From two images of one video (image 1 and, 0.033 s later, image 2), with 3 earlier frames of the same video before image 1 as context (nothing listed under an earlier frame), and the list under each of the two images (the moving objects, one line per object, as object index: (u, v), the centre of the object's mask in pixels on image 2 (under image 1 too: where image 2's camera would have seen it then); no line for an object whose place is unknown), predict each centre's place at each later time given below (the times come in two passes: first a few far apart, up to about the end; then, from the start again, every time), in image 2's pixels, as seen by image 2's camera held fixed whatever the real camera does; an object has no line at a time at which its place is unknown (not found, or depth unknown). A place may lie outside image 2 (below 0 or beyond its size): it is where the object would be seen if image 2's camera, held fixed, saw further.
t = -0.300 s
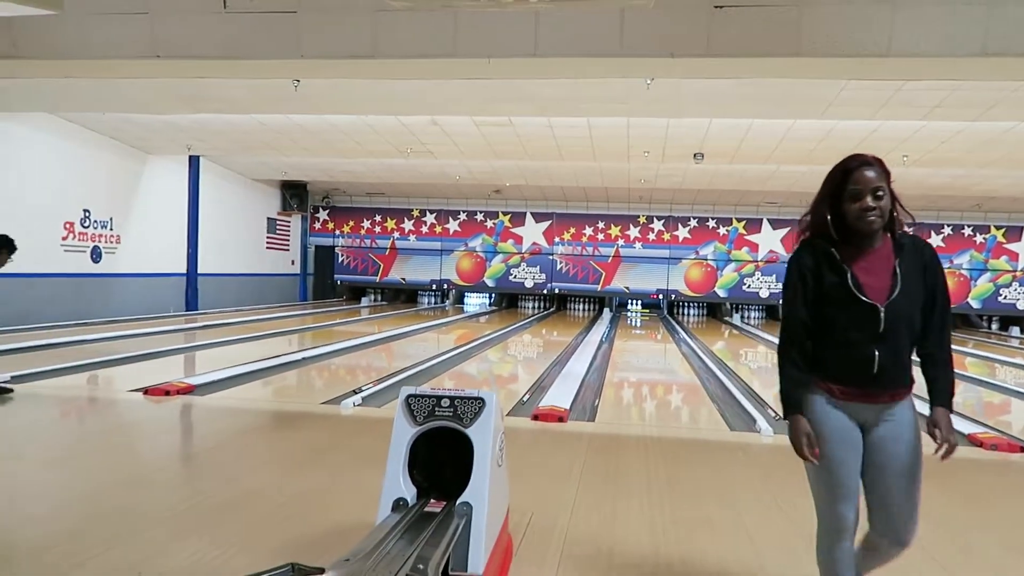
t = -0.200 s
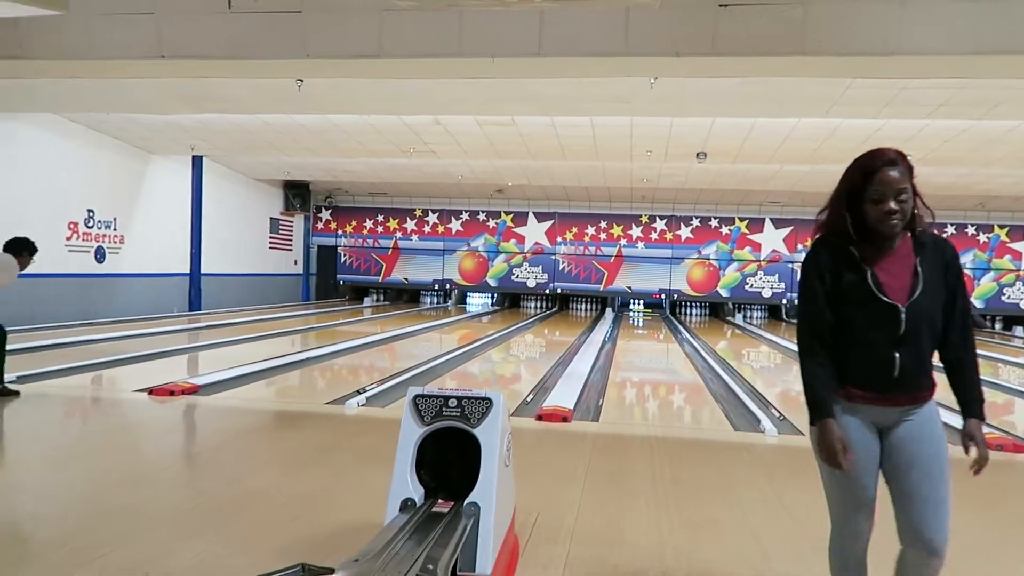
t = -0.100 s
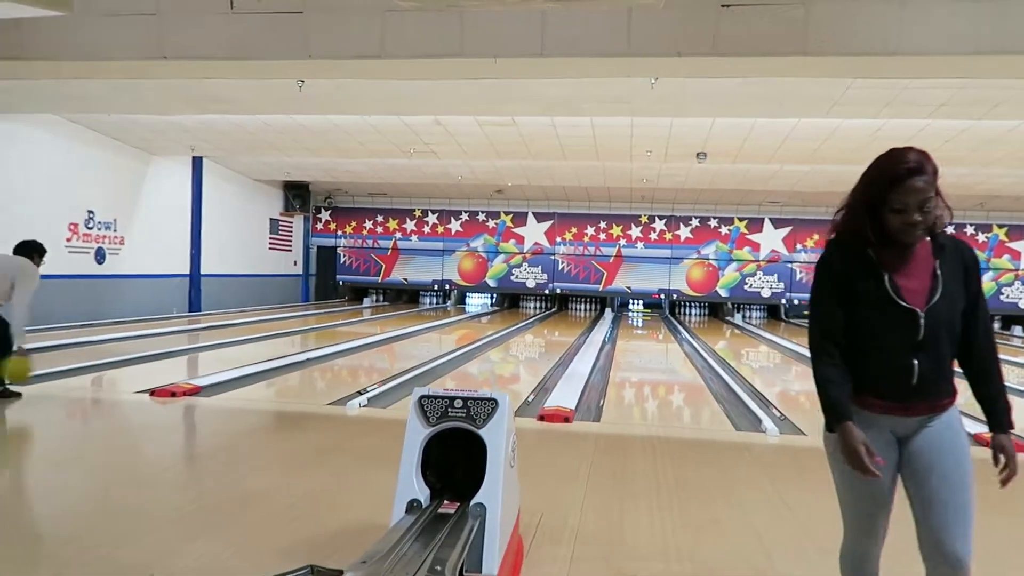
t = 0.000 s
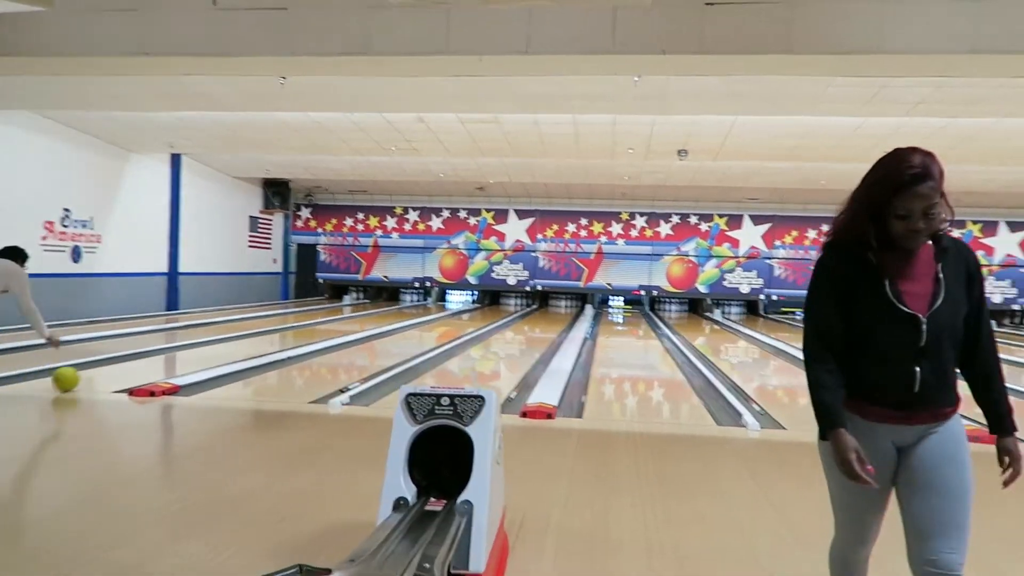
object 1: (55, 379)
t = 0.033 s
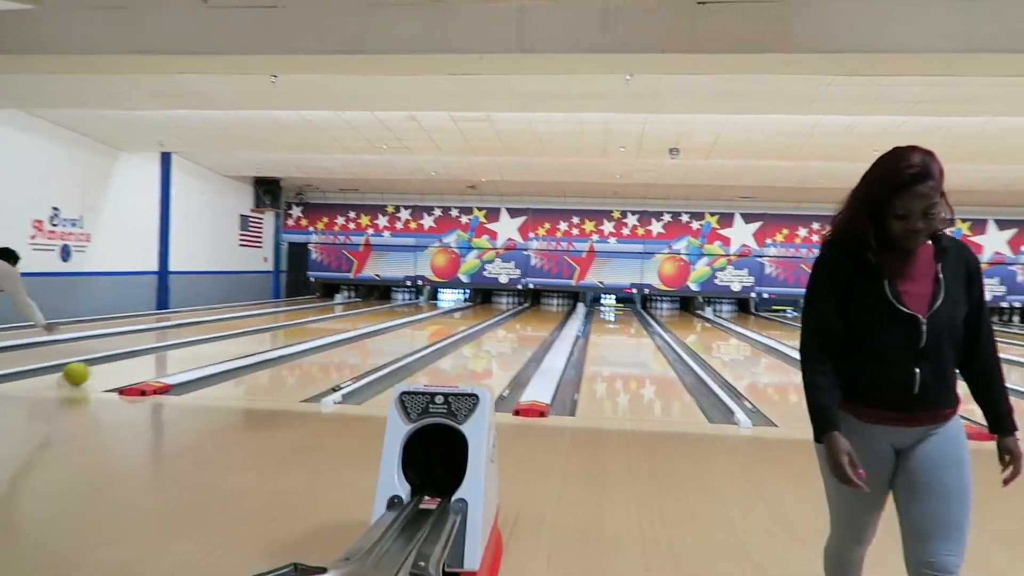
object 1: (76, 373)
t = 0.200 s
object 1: (161, 357)
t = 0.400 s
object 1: (232, 342)
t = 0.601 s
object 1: (282, 332)
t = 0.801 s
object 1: (319, 325)
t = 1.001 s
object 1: (349, 319)
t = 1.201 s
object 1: (373, 315)
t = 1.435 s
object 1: (395, 310)
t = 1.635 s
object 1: (411, 308)
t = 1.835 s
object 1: (424, 305)
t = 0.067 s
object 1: (96, 370)
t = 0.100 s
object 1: (114, 366)
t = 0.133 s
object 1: (131, 363)
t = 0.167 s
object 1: (147, 360)
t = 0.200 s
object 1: (161, 357)
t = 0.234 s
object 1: (175, 354)
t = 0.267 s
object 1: (188, 351)
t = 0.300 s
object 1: (200, 348)
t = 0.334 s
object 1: (211, 346)
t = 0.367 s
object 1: (222, 344)
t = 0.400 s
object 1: (232, 342)
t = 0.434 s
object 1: (241, 340)
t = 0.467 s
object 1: (250, 338)
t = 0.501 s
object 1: (258, 336)
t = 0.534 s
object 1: (267, 335)
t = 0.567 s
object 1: (275, 334)
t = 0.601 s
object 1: (282, 332)
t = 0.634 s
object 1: (288, 331)
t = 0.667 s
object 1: (296, 330)
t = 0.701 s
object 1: (302, 329)
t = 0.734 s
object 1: (308, 328)
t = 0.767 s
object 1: (313, 326)
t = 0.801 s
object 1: (319, 325)
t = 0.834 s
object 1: (324, 324)
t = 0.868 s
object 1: (330, 323)
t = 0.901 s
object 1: (336, 322)
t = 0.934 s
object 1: (341, 322)
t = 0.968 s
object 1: (345, 321)
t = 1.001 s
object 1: (349, 319)
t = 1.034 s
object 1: (353, 319)
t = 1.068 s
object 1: (358, 318)
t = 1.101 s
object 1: (362, 317)
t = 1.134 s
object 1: (366, 317)
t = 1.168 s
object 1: (370, 316)
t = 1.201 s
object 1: (373, 315)
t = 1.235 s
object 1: (376, 314)
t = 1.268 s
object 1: (380, 314)
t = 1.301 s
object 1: (383, 313)
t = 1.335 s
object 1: (386, 312)
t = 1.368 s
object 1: (389, 312)
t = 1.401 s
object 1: (392, 311)
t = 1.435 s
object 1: (395, 310)
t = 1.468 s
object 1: (398, 310)
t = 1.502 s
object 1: (401, 309)
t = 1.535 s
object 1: (404, 309)
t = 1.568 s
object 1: (406, 308)
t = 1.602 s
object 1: (409, 308)
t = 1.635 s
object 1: (411, 308)
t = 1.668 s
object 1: (414, 307)
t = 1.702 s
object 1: (416, 307)
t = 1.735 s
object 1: (418, 306)
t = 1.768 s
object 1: (420, 306)
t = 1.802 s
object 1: (422, 305)
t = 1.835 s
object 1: (424, 305)
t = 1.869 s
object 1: (426, 305)
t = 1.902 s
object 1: (428, 304)
